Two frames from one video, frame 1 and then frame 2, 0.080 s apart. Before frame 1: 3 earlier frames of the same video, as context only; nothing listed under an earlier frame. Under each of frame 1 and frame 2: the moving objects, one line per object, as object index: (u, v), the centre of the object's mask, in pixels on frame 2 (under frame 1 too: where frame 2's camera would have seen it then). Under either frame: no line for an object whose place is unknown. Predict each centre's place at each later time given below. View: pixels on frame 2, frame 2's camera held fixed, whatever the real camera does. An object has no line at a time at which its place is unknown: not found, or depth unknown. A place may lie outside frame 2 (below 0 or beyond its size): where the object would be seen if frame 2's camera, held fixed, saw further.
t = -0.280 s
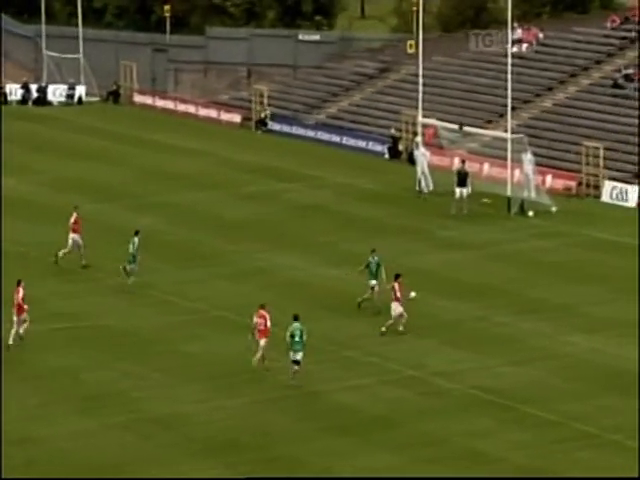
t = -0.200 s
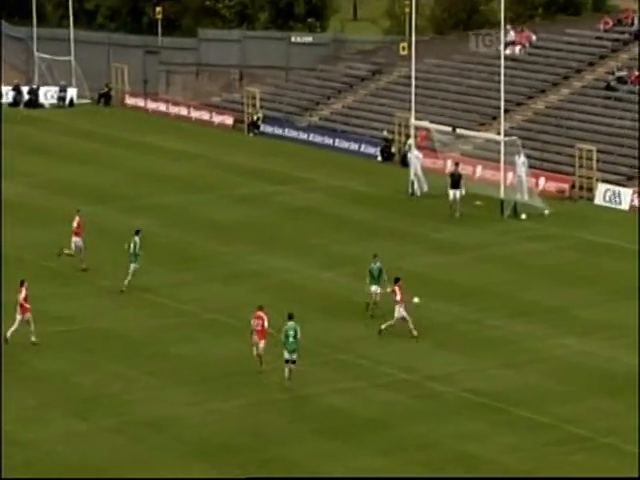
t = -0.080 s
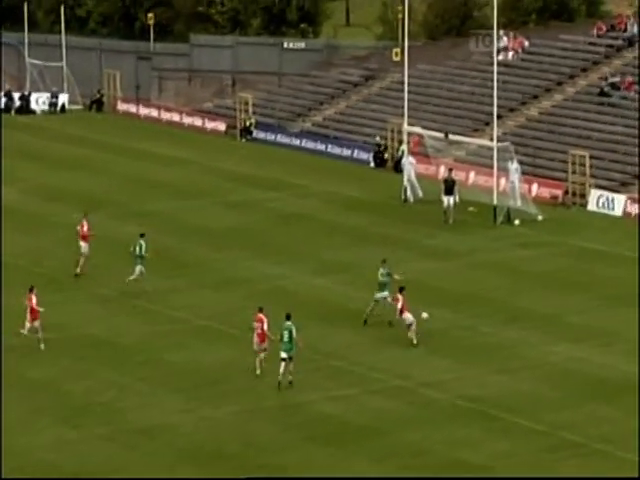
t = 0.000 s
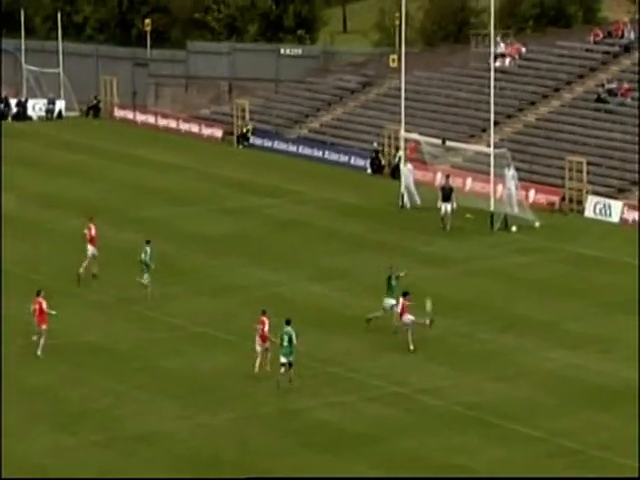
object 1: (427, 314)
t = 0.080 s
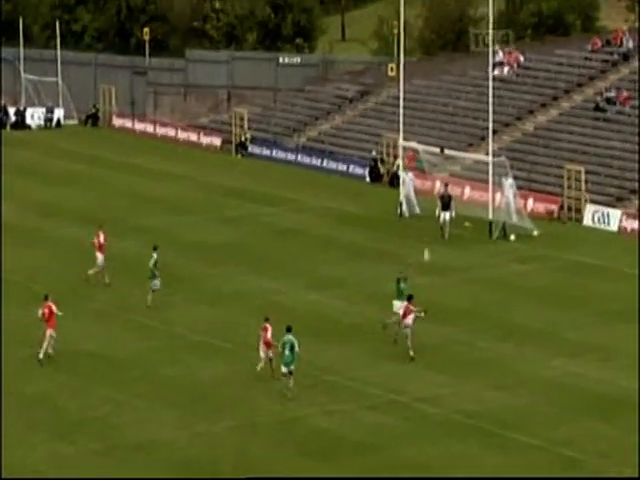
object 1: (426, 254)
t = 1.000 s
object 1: (427, -80)
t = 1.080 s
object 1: (427, -87)
